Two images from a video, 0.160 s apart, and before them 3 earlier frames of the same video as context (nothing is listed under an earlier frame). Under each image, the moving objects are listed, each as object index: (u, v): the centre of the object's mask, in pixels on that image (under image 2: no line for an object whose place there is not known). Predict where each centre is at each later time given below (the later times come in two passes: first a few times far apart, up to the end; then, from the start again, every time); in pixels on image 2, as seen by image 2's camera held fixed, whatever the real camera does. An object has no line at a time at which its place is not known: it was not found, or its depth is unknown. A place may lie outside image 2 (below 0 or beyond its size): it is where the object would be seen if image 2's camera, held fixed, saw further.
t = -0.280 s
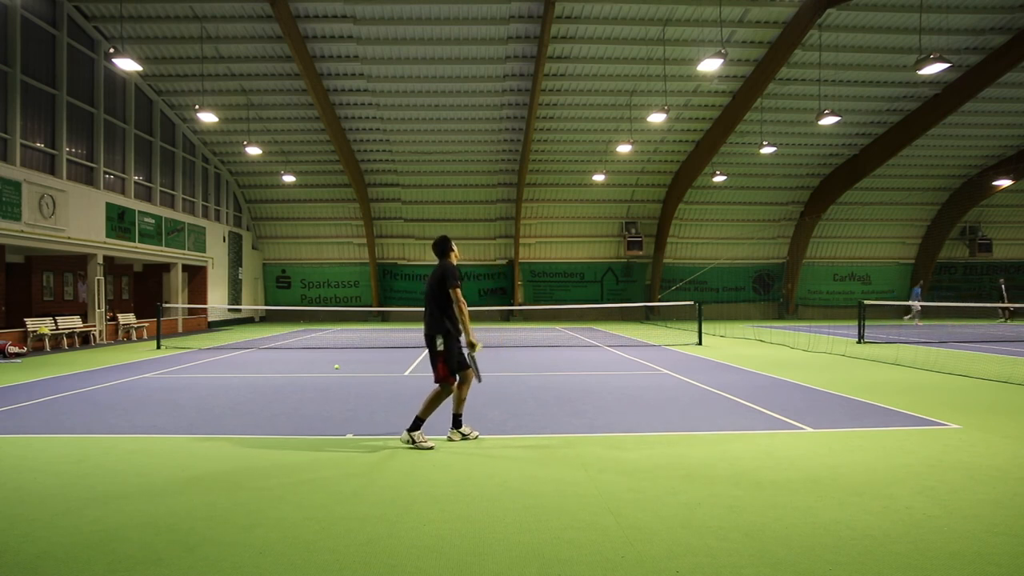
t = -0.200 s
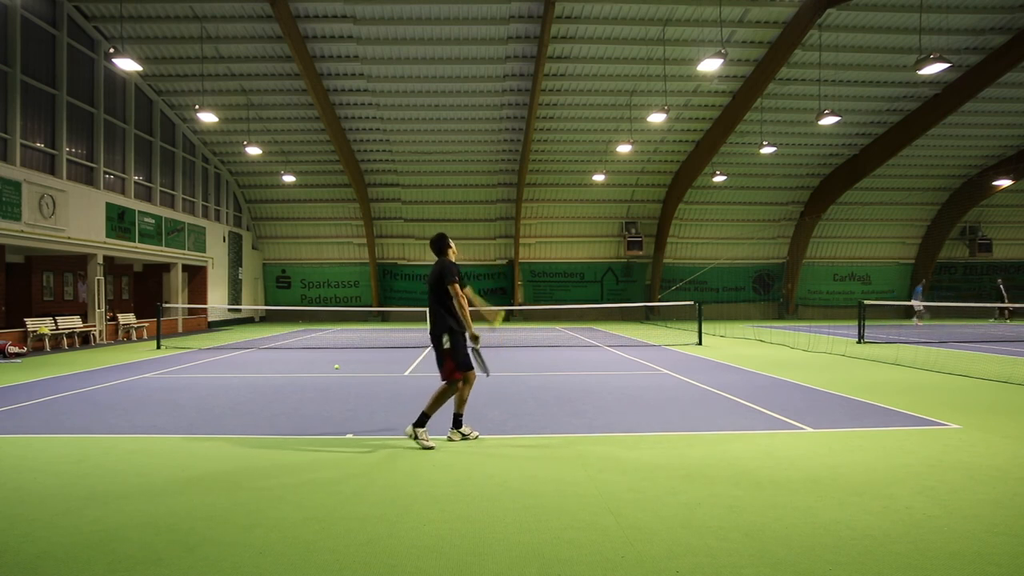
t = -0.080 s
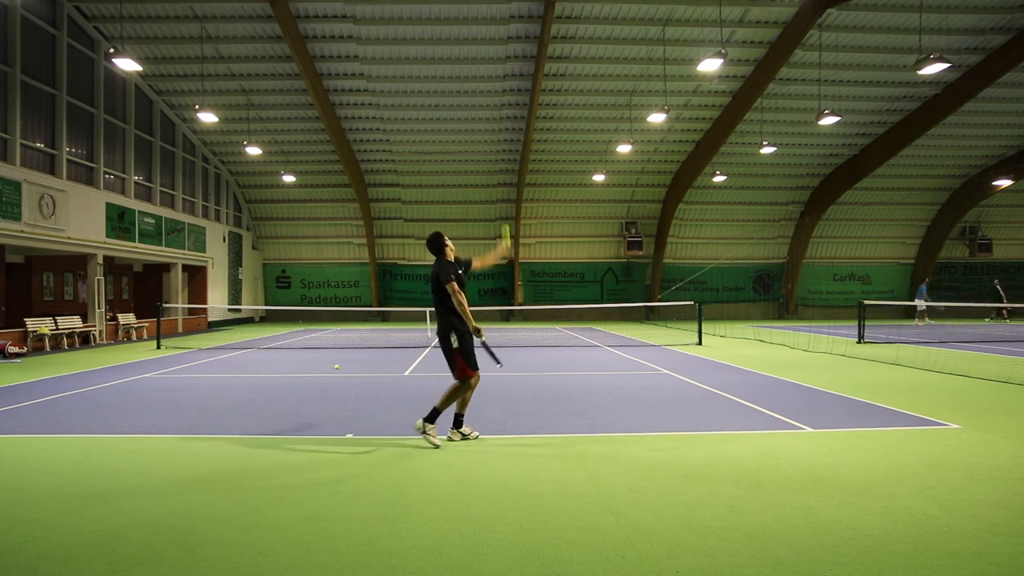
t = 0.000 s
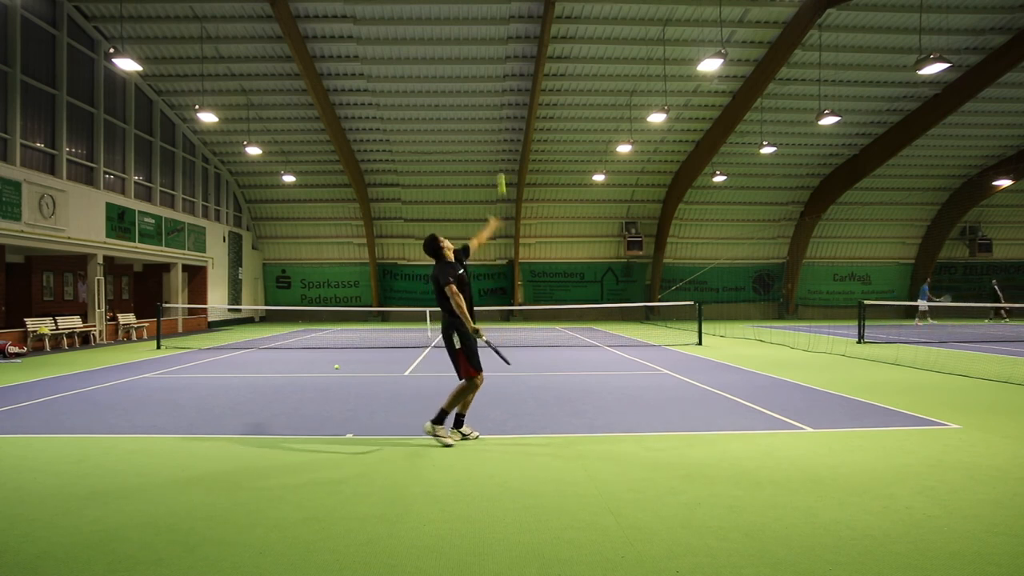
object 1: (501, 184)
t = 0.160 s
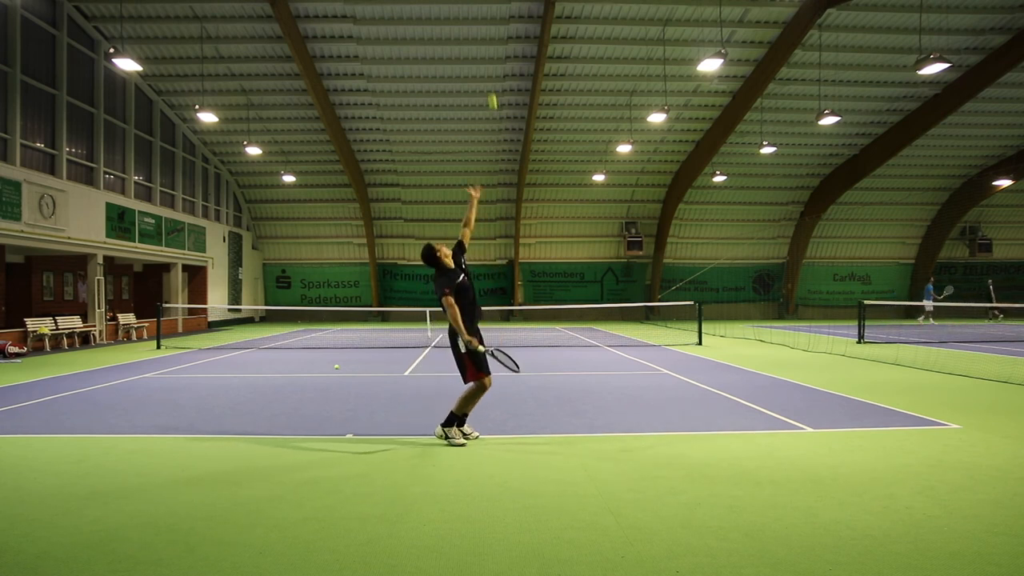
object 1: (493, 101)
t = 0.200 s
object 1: (491, 84)
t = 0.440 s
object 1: (478, 24)
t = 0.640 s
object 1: (467, 19)
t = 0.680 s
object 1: (465, 23)
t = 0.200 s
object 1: (491, 84)
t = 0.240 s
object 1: (488, 71)
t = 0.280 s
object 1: (486, 58)
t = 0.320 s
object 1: (484, 47)
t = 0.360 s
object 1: (482, 38)
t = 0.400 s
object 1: (480, 31)
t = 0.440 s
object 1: (478, 24)
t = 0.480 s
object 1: (475, 20)
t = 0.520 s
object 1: (473, 17)
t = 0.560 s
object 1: (471, 17)
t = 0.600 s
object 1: (469, 17)
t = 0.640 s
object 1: (467, 19)
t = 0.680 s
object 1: (465, 23)
